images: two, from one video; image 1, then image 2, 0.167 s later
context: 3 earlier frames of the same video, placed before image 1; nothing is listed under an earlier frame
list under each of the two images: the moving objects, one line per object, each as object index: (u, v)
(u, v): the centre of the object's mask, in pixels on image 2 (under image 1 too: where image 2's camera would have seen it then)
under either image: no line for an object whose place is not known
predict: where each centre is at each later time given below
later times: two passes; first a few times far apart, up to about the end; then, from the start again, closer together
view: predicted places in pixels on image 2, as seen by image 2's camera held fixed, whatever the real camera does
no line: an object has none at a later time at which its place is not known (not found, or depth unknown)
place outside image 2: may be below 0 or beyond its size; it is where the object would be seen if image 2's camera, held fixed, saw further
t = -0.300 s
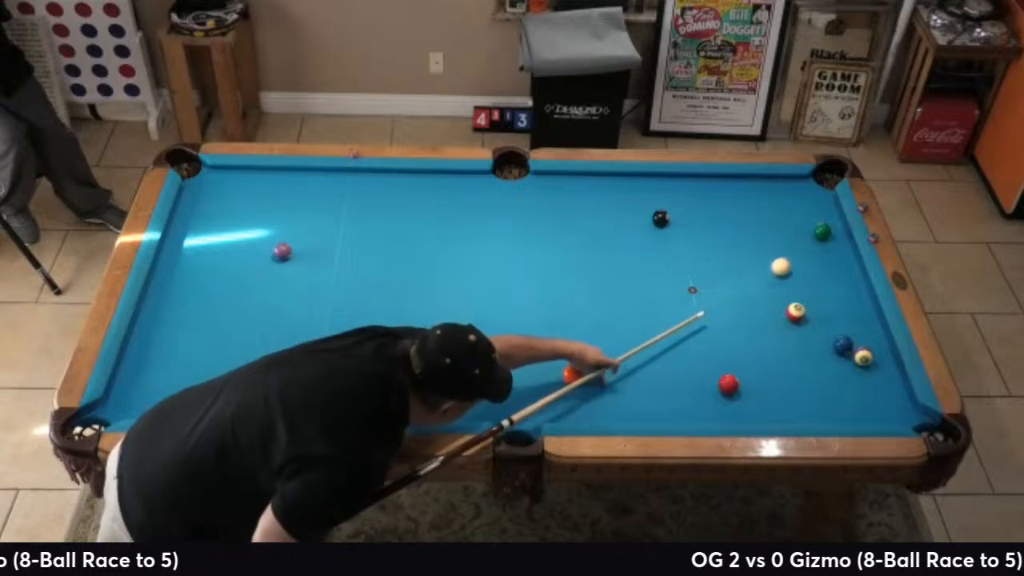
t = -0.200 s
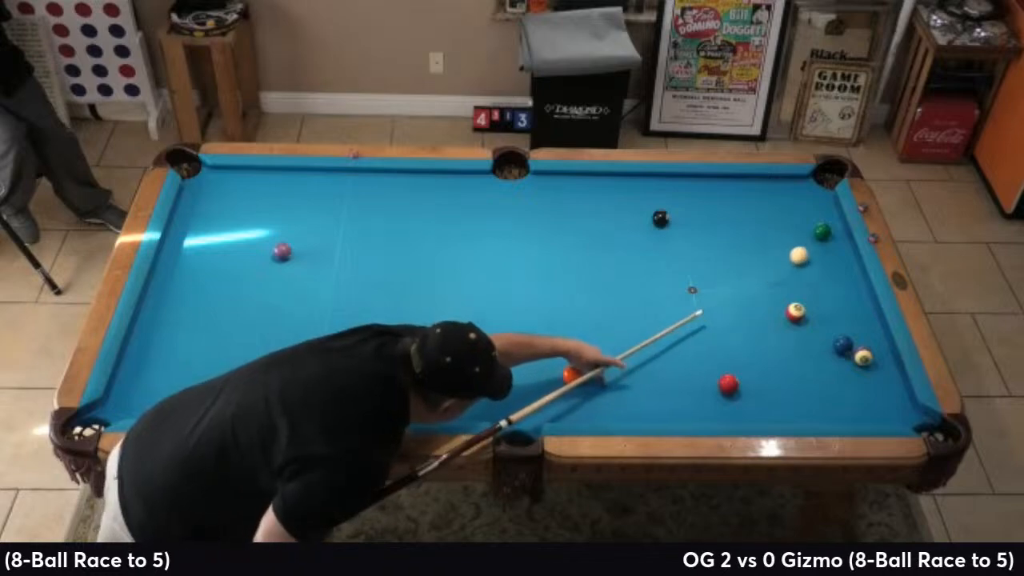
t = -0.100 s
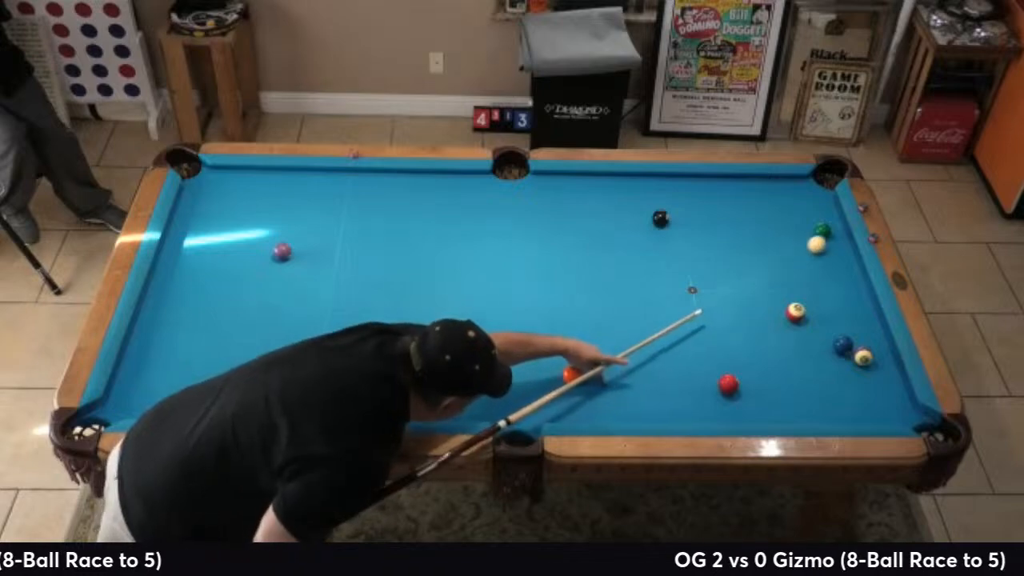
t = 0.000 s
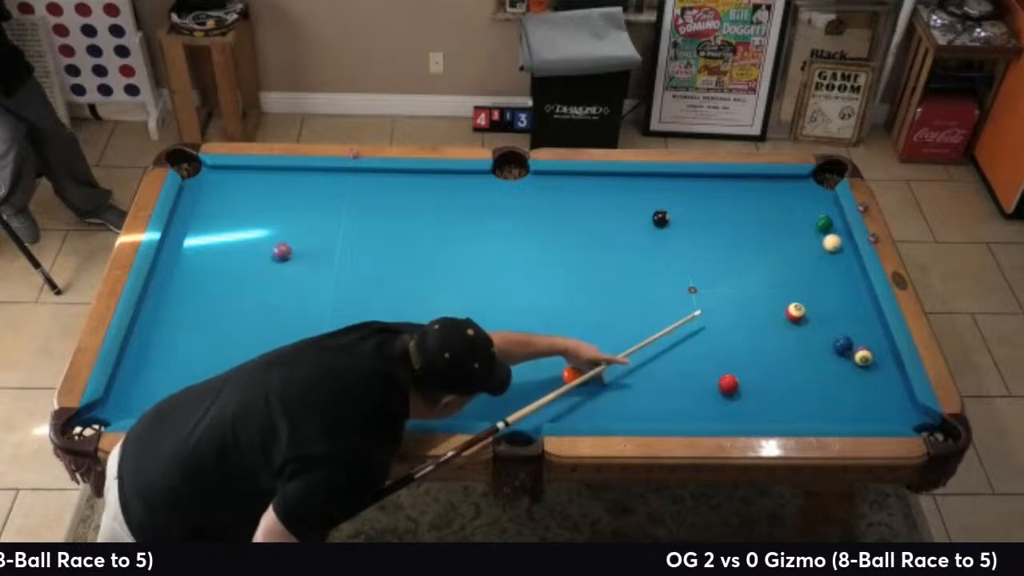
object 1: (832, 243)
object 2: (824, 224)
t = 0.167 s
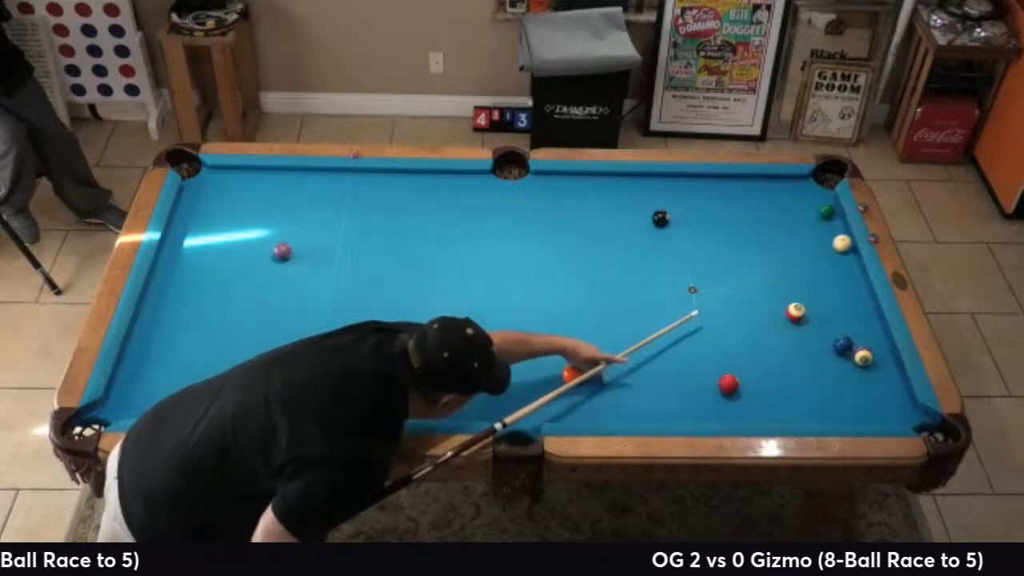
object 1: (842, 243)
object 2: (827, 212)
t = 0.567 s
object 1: (810, 246)
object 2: (819, 185)
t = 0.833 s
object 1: (791, 247)
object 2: (818, 180)
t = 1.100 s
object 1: (774, 249)
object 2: (828, 182)
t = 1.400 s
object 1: (756, 250)
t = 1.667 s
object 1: (742, 250)
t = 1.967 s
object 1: (728, 250)
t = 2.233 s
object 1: (718, 251)
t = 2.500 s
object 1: (710, 251)
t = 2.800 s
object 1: (703, 252)
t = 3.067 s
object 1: (699, 252)
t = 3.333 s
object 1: (696, 252)
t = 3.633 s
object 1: (696, 252)
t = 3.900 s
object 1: (696, 252)
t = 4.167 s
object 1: (696, 252)
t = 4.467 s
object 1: (695, 252)
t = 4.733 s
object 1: (696, 252)
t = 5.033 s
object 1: (696, 252)
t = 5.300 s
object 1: (696, 252)
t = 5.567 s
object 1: (696, 252)
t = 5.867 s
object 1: (696, 252)
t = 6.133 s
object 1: (696, 252)
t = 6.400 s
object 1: (696, 252)
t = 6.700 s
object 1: (696, 252)
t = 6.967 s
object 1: (696, 252)
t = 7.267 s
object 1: (696, 252)
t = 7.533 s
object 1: (696, 252)
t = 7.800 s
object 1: (696, 252)
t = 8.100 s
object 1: (695, 252)
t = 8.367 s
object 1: (696, 252)
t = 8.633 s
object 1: (696, 252)
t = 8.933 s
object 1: (696, 252)
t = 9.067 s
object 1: (696, 252)
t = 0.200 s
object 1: (839, 243)
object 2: (827, 210)
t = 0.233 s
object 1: (836, 243)
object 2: (827, 209)
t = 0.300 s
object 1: (831, 244)
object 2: (827, 206)
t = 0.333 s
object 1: (828, 244)
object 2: (828, 198)
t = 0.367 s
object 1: (826, 245)
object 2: (828, 197)
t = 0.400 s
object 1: (823, 245)
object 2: (828, 195)
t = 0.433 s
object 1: (820, 245)
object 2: (826, 193)
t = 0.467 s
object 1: (818, 245)
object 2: (824, 190)
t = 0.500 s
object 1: (815, 246)
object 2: (823, 188)
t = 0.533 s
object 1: (812, 246)
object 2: (820, 187)
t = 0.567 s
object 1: (810, 246)
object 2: (819, 185)
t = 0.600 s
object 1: (808, 246)
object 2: (819, 184)
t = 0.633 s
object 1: (805, 246)
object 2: (817, 183)
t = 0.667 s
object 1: (803, 247)
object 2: (816, 181)
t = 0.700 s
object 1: (800, 247)
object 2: (815, 180)
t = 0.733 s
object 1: (798, 247)
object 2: (816, 180)
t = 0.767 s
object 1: (796, 247)
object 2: (817, 180)
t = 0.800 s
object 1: (793, 247)
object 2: (817, 180)
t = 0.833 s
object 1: (791, 247)
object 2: (818, 180)
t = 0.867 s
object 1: (789, 248)
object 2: (820, 180)
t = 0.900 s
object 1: (786, 248)
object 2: (821, 181)
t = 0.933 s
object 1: (784, 248)
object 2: (822, 181)
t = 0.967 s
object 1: (782, 248)
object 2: (823, 181)
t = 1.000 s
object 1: (780, 248)
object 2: (825, 181)
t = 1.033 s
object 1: (778, 249)
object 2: (826, 182)
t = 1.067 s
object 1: (776, 249)
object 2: (827, 182)
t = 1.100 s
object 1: (774, 249)
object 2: (828, 182)
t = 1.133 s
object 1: (772, 249)
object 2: (829, 182)
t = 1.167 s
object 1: (769, 249)
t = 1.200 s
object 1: (767, 249)
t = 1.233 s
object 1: (766, 249)
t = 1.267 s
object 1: (764, 249)
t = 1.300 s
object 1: (761, 249)
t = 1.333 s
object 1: (759, 250)
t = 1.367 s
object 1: (758, 250)
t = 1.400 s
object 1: (756, 250)
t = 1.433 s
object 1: (754, 250)
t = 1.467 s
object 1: (752, 250)
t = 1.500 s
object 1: (750, 250)
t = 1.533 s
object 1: (748, 250)
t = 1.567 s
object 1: (746, 250)
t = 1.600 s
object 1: (745, 250)
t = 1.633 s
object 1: (743, 250)
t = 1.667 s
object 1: (742, 250)
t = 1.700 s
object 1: (740, 250)
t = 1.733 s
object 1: (738, 250)
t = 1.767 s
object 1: (737, 250)
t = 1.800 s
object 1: (735, 250)
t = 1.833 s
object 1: (734, 250)
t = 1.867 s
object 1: (732, 250)
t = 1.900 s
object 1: (731, 250)
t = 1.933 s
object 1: (729, 250)
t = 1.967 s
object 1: (728, 250)
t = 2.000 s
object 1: (727, 250)
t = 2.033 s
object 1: (726, 251)
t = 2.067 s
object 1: (724, 250)
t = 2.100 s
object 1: (723, 251)
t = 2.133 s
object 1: (722, 251)
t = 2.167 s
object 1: (720, 250)
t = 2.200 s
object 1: (719, 251)
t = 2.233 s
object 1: (718, 251)
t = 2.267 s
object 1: (717, 251)
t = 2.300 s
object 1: (716, 251)
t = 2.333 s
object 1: (715, 251)
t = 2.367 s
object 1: (714, 251)
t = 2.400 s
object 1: (713, 251)
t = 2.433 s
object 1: (712, 251)
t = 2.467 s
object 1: (711, 251)
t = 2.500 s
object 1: (710, 251)
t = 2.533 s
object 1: (709, 251)
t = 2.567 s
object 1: (708, 251)
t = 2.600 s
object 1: (707, 251)
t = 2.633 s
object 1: (707, 251)
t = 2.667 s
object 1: (706, 251)
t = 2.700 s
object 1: (705, 251)
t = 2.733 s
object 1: (704, 252)
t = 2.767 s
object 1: (704, 252)
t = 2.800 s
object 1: (703, 252)
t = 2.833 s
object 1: (702, 252)
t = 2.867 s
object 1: (702, 252)
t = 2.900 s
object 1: (701, 252)
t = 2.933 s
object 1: (701, 252)
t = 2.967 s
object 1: (700, 252)
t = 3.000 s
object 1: (700, 252)
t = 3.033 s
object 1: (699, 252)
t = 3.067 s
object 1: (699, 252)
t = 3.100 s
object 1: (698, 252)
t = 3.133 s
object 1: (698, 252)
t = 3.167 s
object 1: (698, 252)
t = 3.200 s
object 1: (697, 252)
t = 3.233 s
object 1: (697, 252)
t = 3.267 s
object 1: (697, 252)
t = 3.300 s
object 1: (696, 252)
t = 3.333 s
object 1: (696, 252)
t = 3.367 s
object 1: (696, 252)
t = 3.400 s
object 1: (696, 252)
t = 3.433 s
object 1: (696, 252)
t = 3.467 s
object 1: (696, 252)
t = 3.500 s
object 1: (696, 252)
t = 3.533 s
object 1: (696, 252)
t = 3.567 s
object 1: (696, 252)
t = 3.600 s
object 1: (696, 252)
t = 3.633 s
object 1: (696, 252)
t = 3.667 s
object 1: (696, 252)
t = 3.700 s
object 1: (696, 252)
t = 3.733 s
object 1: (696, 252)
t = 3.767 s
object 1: (696, 252)
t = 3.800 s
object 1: (695, 252)
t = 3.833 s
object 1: (695, 252)
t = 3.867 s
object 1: (696, 252)
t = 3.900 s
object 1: (696, 252)
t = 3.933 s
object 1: (696, 252)
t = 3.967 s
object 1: (696, 252)
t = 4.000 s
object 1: (696, 252)
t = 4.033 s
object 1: (696, 252)
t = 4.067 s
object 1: (696, 252)
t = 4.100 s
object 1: (696, 252)
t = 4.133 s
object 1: (696, 252)
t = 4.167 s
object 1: (696, 252)
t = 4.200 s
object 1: (696, 252)
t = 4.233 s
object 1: (696, 252)
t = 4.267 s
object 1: (696, 252)
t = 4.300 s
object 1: (696, 252)
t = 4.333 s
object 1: (696, 252)
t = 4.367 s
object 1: (696, 252)
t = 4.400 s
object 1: (696, 252)
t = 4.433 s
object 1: (695, 252)
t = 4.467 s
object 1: (695, 252)
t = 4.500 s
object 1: (695, 252)
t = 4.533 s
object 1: (696, 252)
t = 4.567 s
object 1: (695, 252)
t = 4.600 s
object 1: (696, 252)
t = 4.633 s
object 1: (695, 252)
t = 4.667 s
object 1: (696, 252)
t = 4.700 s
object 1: (695, 252)
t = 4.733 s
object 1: (696, 252)
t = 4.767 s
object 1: (696, 252)
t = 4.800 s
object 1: (696, 252)
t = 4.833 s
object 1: (695, 252)
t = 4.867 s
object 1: (696, 252)
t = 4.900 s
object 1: (696, 252)
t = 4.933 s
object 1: (696, 252)
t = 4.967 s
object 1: (696, 252)
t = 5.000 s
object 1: (696, 252)
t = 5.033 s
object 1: (696, 252)
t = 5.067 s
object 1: (696, 252)
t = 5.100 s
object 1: (696, 252)
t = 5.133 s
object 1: (696, 252)
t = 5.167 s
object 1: (696, 252)
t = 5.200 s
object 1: (696, 252)
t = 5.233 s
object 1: (696, 252)
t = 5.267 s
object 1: (696, 252)
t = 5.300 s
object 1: (696, 252)
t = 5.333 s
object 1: (696, 252)
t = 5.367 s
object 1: (696, 252)
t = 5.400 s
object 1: (696, 252)
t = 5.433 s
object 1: (696, 252)
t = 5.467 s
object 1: (696, 252)
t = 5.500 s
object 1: (695, 252)
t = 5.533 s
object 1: (696, 252)
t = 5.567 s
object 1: (696, 252)
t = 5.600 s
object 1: (696, 252)
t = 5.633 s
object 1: (696, 252)
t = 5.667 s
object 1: (696, 252)
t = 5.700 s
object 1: (696, 252)
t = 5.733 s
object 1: (696, 252)
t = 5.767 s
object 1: (695, 252)
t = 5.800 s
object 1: (696, 252)
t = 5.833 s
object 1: (696, 252)
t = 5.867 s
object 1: (696, 252)
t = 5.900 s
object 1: (696, 252)
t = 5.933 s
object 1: (695, 252)
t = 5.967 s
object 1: (696, 252)
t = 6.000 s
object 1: (696, 252)
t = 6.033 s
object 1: (696, 252)
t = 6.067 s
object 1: (696, 252)
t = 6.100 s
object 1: (696, 252)
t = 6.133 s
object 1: (696, 252)
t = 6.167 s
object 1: (696, 252)
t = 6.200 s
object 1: (696, 252)
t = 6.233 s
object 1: (695, 252)
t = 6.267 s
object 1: (695, 252)
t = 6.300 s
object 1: (695, 252)
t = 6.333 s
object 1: (695, 252)
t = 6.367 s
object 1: (695, 252)
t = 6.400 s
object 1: (696, 252)
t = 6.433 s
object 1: (696, 252)
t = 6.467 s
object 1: (696, 252)
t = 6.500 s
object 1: (696, 252)
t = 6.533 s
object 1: (696, 252)
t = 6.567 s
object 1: (696, 252)
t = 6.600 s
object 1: (696, 252)
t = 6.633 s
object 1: (696, 252)
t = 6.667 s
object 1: (696, 252)
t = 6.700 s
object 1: (696, 252)
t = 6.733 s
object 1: (695, 252)
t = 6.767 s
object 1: (696, 252)
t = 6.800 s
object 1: (695, 252)
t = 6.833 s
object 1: (696, 252)
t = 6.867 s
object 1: (695, 252)
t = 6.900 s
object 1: (696, 252)
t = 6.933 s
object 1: (695, 252)
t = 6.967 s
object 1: (696, 252)
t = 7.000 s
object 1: (696, 252)
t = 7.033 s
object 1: (696, 252)
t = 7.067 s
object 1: (695, 252)
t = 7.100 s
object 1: (696, 252)
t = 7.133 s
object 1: (696, 252)
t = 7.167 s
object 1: (696, 252)
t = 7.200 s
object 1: (695, 252)
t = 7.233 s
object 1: (696, 252)
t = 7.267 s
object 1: (696, 252)
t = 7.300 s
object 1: (696, 252)
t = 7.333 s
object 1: (695, 252)
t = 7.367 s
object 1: (695, 252)
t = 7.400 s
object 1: (696, 252)
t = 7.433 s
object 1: (696, 252)
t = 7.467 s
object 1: (696, 252)
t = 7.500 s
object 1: (695, 252)
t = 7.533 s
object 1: (696, 252)
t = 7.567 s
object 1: (696, 252)
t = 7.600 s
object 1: (696, 252)
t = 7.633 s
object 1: (696, 252)
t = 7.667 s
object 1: (696, 252)
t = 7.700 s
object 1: (696, 252)
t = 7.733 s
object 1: (695, 252)
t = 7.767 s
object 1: (696, 252)
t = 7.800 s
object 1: (696, 252)
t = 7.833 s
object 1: (695, 252)
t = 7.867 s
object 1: (696, 252)
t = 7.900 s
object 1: (696, 252)
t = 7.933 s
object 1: (696, 252)
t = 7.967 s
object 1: (696, 252)
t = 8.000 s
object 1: (695, 252)
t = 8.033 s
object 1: (695, 252)
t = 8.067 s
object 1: (695, 252)
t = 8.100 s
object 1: (695, 252)
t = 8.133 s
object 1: (695, 252)
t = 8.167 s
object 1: (696, 252)
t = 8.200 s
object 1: (696, 252)
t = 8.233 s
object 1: (696, 252)
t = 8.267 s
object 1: (696, 252)
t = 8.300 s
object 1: (696, 252)
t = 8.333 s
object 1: (695, 252)
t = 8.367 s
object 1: (696, 252)
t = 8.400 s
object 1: (696, 252)
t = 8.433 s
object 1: (696, 252)
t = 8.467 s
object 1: (696, 252)
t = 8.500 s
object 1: (696, 252)
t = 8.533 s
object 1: (696, 252)
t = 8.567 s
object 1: (696, 252)
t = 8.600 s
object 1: (696, 252)
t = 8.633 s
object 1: (696, 252)
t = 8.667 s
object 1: (696, 252)
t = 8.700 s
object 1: (696, 252)
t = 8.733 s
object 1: (696, 252)
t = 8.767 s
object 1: (696, 252)
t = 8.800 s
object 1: (695, 252)
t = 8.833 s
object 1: (696, 252)
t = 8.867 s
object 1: (696, 252)
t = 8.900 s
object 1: (696, 252)
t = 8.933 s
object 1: (696, 252)
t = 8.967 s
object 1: (696, 252)
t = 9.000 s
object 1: (695, 252)
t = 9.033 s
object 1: (696, 252)
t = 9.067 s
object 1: (696, 252)
